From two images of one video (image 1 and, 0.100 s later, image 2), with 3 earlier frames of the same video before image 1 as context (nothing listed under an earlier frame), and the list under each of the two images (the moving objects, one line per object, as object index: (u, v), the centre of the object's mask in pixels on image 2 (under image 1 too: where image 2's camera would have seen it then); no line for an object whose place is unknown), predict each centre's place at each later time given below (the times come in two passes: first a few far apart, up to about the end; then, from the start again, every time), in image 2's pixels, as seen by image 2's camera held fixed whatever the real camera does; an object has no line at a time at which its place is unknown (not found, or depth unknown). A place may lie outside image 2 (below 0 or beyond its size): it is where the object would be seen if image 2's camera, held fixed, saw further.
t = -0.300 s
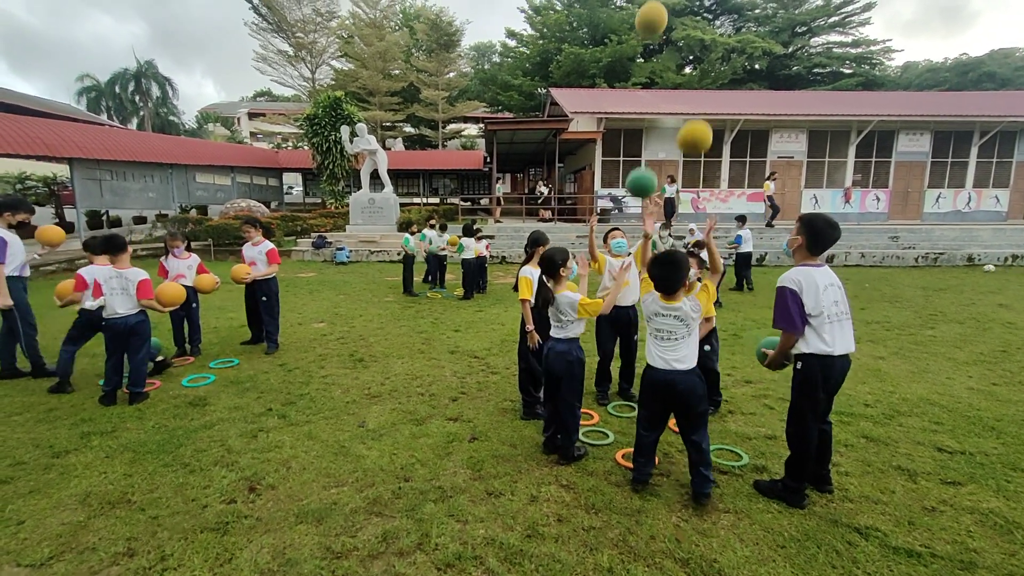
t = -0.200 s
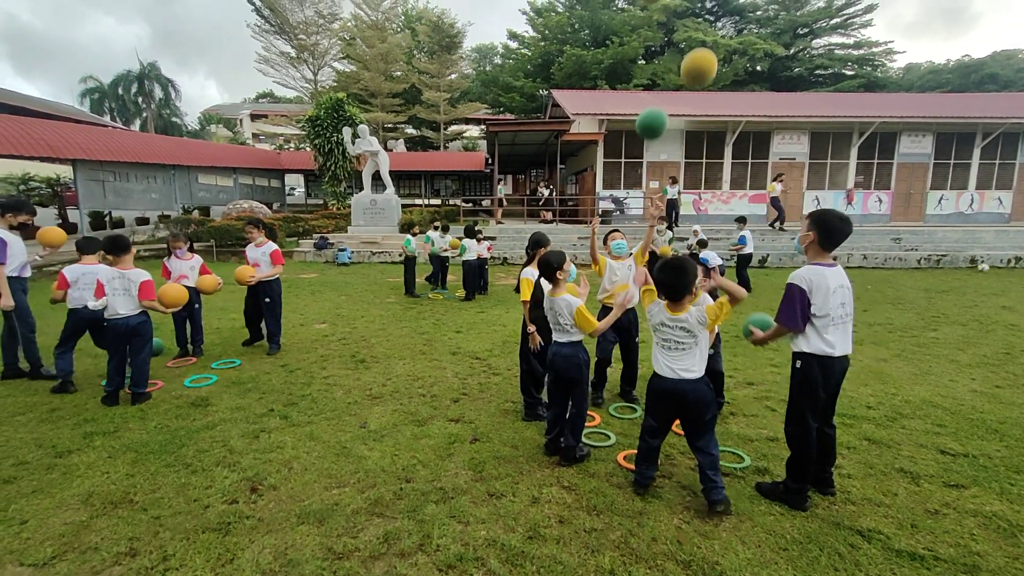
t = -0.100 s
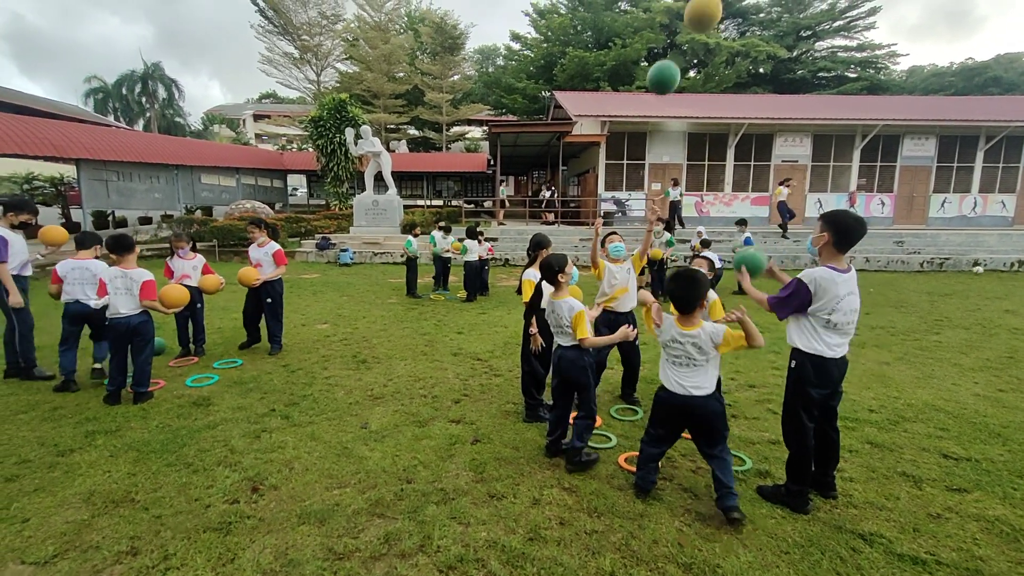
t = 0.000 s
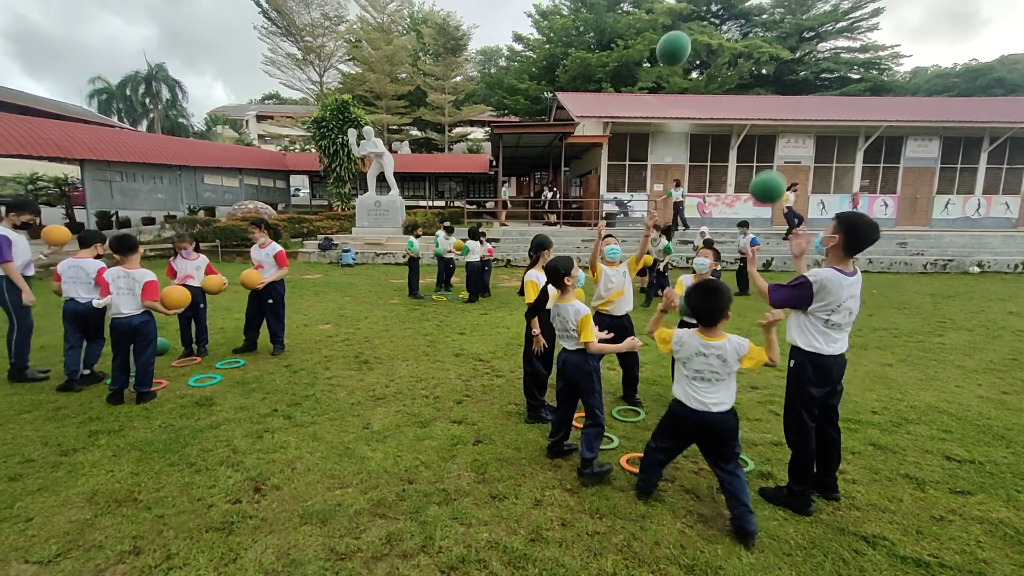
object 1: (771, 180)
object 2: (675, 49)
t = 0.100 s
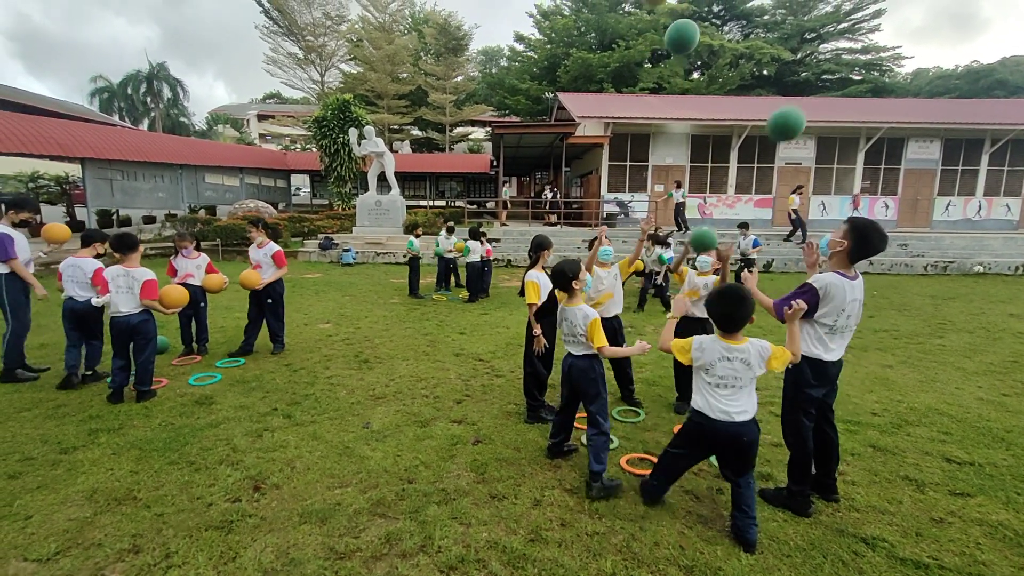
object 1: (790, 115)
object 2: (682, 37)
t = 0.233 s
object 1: (812, 47)
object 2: (689, 48)
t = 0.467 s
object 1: (850, 9)
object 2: (697, 144)
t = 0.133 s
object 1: (795, 94)
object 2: (684, 37)
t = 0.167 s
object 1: (802, 78)
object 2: (686, 39)
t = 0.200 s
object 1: (807, 61)
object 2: (688, 42)
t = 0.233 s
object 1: (812, 47)
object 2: (689, 48)
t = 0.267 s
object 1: (818, 34)
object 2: (691, 56)
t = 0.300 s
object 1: (824, 24)
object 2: (692, 65)
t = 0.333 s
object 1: (828, 19)
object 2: (694, 77)
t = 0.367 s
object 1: (835, 10)
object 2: (694, 91)
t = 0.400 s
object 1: (840, 7)
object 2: (695, 94)
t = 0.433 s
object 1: (844, 7)
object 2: (699, 115)
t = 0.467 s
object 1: (850, 9)
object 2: (697, 144)
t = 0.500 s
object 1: (854, 14)
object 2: (696, 164)
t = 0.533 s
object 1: (859, 21)
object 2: (697, 186)
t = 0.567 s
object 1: (863, 31)
